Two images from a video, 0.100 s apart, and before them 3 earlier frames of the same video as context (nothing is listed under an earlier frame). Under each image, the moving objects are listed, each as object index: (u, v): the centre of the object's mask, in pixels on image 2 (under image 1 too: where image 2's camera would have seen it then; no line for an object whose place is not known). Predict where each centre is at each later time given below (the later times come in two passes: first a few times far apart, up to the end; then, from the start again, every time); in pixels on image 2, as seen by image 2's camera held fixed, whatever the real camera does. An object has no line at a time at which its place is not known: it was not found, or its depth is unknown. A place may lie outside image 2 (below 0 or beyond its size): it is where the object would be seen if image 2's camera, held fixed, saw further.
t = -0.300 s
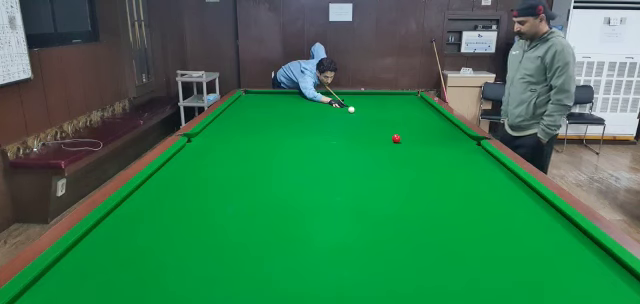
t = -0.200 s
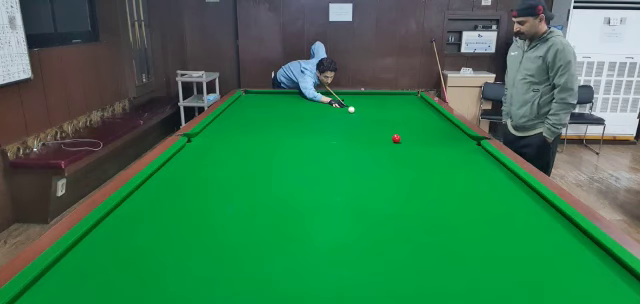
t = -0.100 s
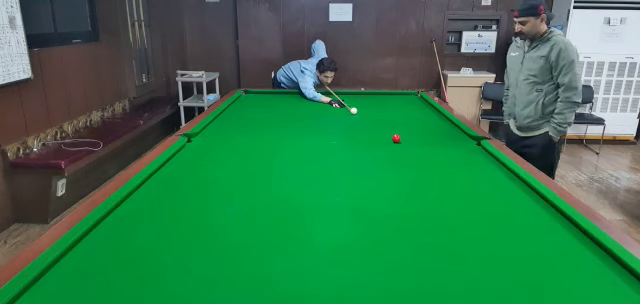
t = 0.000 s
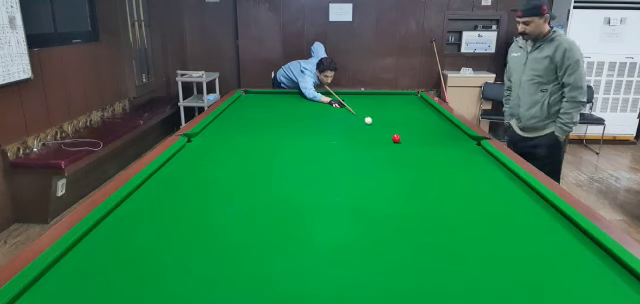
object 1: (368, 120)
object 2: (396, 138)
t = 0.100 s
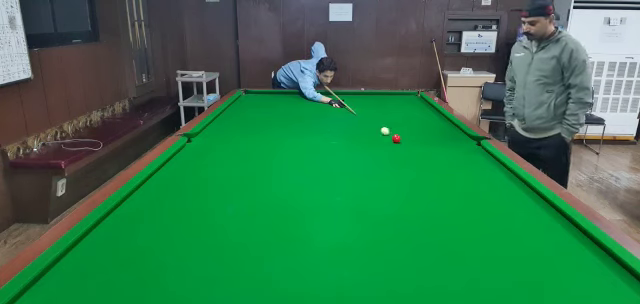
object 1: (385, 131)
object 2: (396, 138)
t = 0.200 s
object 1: (393, 136)
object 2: (406, 146)
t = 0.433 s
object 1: (395, 137)
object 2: (457, 178)
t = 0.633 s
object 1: (395, 137)
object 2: (512, 215)
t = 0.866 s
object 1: (395, 137)
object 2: (617, 286)
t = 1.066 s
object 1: (395, 137)
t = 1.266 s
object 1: (395, 137)
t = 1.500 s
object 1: (396, 137)
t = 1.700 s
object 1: (396, 137)
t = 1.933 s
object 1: (396, 137)
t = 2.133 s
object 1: (396, 137)
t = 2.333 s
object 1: (396, 137)
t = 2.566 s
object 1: (396, 137)
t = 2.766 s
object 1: (396, 137)
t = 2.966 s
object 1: (396, 137)
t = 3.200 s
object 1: (396, 137)
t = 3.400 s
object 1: (396, 137)
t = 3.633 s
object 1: (396, 137)
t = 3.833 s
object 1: (396, 137)
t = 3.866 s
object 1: (396, 137)
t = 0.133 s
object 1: (390, 134)
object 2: (396, 139)
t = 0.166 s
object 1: (393, 136)
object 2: (400, 141)
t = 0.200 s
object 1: (393, 136)
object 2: (406, 146)
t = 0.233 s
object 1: (394, 136)
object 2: (413, 150)
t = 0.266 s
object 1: (394, 136)
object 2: (419, 154)
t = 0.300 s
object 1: (394, 137)
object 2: (426, 159)
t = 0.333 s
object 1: (394, 136)
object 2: (434, 163)
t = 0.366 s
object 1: (394, 136)
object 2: (441, 168)
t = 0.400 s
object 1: (394, 136)
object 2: (448, 173)
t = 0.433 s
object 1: (395, 137)
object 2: (457, 178)
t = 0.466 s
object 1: (395, 137)
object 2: (464, 184)
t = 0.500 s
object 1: (395, 137)
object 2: (472, 189)
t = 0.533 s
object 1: (395, 137)
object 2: (481, 195)
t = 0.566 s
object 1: (395, 137)
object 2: (491, 202)
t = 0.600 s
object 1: (395, 137)
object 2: (501, 208)
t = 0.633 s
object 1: (395, 137)
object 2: (512, 215)
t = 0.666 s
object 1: (395, 137)
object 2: (524, 223)
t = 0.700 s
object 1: (395, 137)
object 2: (536, 231)
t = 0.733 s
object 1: (395, 137)
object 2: (549, 241)
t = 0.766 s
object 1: (395, 137)
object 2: (564, 251)
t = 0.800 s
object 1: (395, 137)
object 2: (580, 261)
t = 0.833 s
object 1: (395, 137)
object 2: (598, 273)
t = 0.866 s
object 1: (395, 137)
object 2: (617, 286)
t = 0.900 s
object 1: (395, 137)
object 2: (634, 296)
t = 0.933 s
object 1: (395, 137)
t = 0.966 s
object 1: (395, 137)
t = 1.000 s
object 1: (395, 137)
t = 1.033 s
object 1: (395, 137)
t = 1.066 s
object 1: (395, 137)
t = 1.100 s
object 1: (395, 137)
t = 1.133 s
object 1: (395, 137)
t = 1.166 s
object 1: (395, 137)
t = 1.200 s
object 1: (395, 137)
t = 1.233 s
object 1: (395, 137)
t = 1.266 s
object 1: (395, 137)
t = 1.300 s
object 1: (395, 137)
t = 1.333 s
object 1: (395, 137)
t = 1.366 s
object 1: (395, 137)
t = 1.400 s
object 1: (396, 137)
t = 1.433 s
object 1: (396, 137)
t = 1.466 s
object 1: (396, 137)
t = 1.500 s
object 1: (396, 137)
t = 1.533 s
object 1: (396, 137)
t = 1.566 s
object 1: (396, 137)
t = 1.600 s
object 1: (396, 137)
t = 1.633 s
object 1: (396, 137)
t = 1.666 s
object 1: (396, 137)
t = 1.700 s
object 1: (396, 137)
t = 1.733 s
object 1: (396, 137)
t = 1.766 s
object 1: (396, 137)
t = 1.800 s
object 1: (396, 137)
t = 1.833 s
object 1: (396, 137)
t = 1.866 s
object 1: (396, 137)
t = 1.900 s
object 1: (396, 137)
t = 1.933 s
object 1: (396, 137)
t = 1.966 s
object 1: (396, 137)
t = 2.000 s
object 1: (396, 137)
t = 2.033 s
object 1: (396, 137)
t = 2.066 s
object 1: (396, 137)
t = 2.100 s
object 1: (396, 137)
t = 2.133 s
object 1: (396, 137)
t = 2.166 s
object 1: (396, 137)
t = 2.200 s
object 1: (396, 137)
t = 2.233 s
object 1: (396, 137)
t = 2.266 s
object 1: (396, 137)
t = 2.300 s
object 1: (396, 137)
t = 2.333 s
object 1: (396, 137)
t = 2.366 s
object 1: (396, 137)
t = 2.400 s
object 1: (396, 137)
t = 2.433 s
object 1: (396, 137)
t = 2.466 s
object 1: (396, 137)
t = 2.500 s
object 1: (396, 137)
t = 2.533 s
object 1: (396, 137)
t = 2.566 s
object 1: (396, 137)
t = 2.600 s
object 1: (396, 137)
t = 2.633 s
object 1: (396, 137)
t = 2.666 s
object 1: (396, 137)
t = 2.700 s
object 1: (396, 137)
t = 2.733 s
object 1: (396, 137)
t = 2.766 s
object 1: (396, 137)
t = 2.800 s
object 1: (396, 137)
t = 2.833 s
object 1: (396, 137)
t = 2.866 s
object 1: (396, 137)
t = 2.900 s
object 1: (396, 137)
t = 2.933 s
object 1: (396, 137)
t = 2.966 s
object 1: (396, 137)
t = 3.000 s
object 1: (396, 137)
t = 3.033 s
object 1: (396, 137)
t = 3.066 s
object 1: (396, 137)
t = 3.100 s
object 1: (396, 137)
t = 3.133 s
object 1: (396, 137)
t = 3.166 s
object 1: (396, 137)
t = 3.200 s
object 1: (396, 137)
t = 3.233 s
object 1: (396, 137)
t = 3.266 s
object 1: (396, 137)
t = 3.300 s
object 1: (396, 137)
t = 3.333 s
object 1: (396, 137)
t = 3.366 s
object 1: (396, 137)
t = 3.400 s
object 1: (396, 137)
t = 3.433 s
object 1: (396, 137)
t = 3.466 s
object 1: (395, 137)
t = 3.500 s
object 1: (395, 137)
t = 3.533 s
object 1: (396, 137)
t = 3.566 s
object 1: (395, 137)
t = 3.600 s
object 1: (395, 137)
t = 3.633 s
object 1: (396, 137)
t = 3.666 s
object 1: (396, 137)
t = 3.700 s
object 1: (396, 137)
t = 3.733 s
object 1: (396, 137)
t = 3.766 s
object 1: (396, 137)
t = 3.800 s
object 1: (396, 137)
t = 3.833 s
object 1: (396, 137)
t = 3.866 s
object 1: (396, 137)
